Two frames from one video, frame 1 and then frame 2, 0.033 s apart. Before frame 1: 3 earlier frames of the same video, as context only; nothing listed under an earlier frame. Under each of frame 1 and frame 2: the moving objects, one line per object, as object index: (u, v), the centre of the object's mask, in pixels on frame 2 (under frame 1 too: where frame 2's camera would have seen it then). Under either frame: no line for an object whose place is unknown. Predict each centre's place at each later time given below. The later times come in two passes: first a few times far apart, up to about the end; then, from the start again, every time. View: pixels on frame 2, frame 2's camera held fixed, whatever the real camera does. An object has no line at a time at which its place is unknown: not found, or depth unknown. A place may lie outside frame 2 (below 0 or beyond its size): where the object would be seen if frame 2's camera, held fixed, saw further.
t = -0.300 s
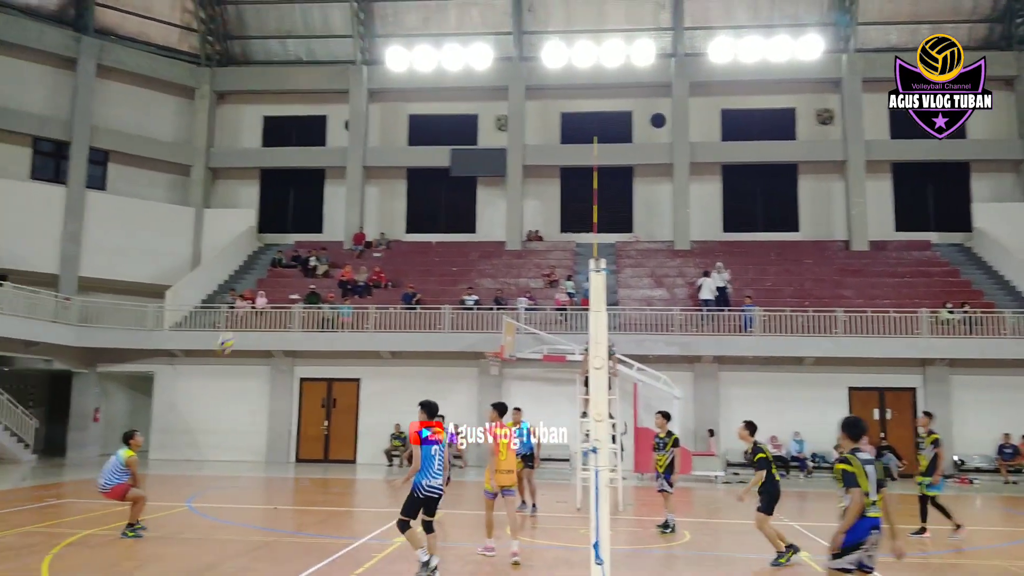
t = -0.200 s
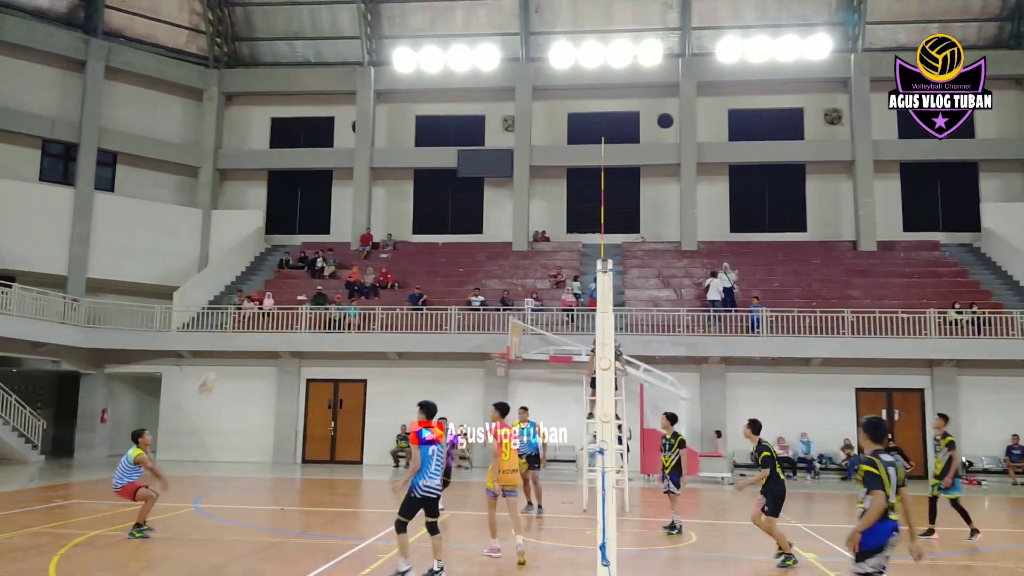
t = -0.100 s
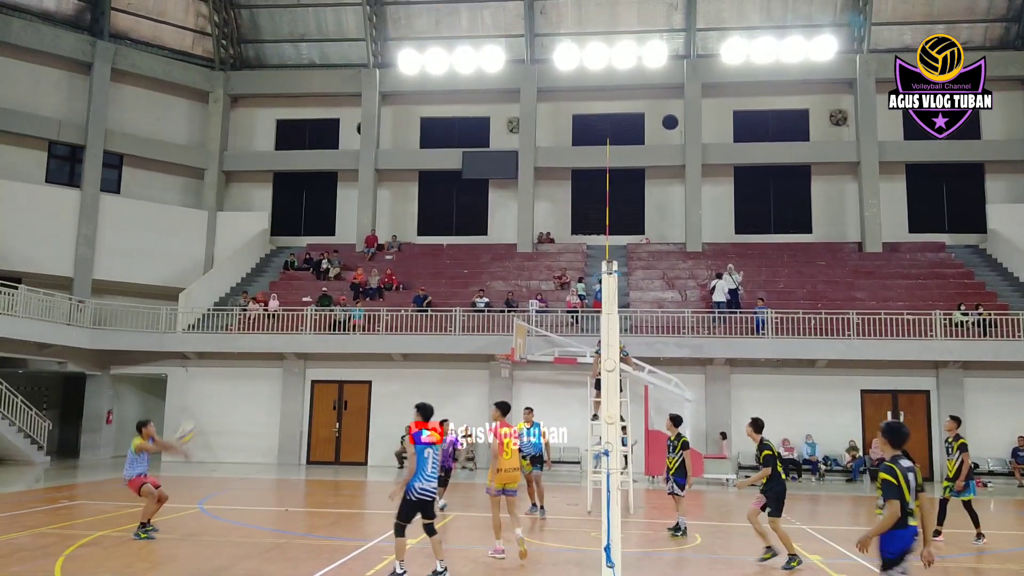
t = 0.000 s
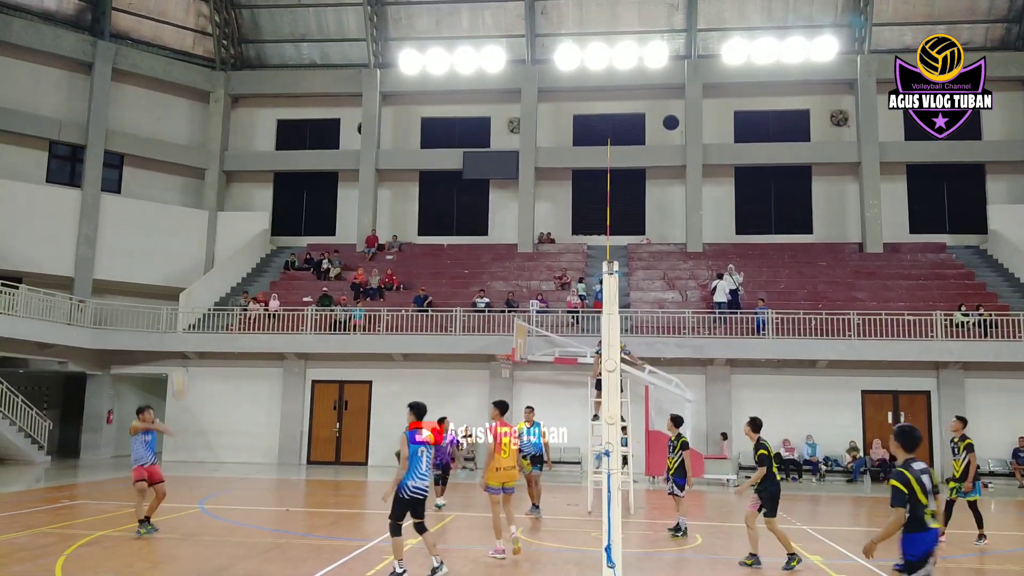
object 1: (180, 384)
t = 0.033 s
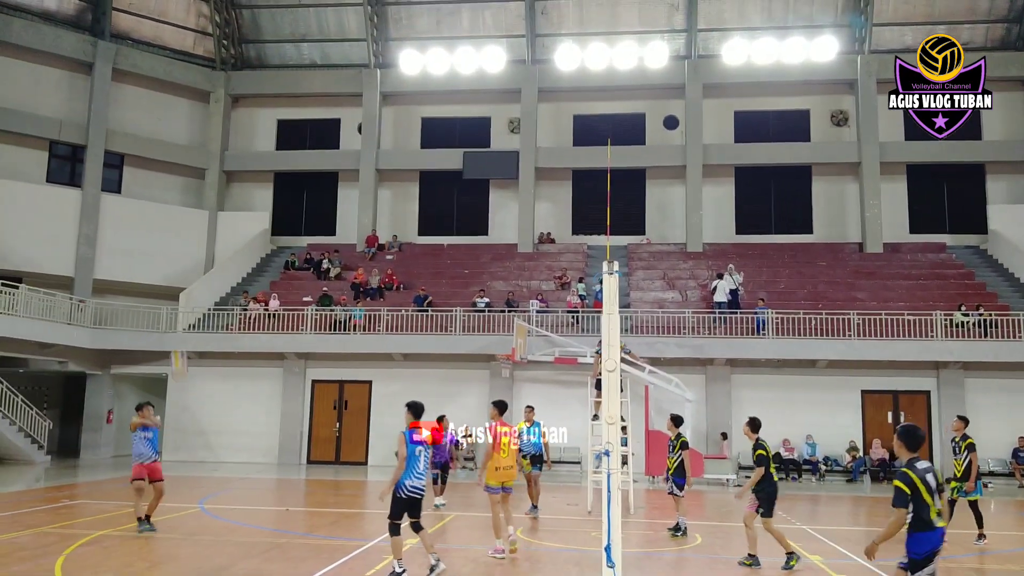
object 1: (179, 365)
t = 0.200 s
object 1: (175, 268)
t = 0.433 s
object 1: (165, 158)
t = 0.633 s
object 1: (154, 91)
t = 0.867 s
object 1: (134, 50)
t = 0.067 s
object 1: (179, 346)
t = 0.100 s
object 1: (175, 321)
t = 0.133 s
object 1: (173, 301)
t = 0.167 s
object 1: (175, 285)
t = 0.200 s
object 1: (175, 268)
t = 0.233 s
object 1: (173, 249)
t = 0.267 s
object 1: (172, 232)
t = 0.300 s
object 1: (171, 216)
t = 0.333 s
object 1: (170, 199)
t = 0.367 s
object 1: (168, 184)
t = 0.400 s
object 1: (167, 171)
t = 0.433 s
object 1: (165, 158)
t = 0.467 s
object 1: (164, 145)
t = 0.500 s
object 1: (162, 133)
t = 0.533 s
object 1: (160, 122)
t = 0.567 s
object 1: (158, 112)
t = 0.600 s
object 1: (156, 100)
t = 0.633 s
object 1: (154, 91)
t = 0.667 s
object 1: (151, 83)
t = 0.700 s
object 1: (148, 76)
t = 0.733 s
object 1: (147, 68)
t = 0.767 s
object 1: (144, 63)
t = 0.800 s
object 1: (141, 57)
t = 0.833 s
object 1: (138, 53)
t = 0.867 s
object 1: (134, 50)
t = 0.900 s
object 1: (130, 48)
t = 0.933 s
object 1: (127, 47)
